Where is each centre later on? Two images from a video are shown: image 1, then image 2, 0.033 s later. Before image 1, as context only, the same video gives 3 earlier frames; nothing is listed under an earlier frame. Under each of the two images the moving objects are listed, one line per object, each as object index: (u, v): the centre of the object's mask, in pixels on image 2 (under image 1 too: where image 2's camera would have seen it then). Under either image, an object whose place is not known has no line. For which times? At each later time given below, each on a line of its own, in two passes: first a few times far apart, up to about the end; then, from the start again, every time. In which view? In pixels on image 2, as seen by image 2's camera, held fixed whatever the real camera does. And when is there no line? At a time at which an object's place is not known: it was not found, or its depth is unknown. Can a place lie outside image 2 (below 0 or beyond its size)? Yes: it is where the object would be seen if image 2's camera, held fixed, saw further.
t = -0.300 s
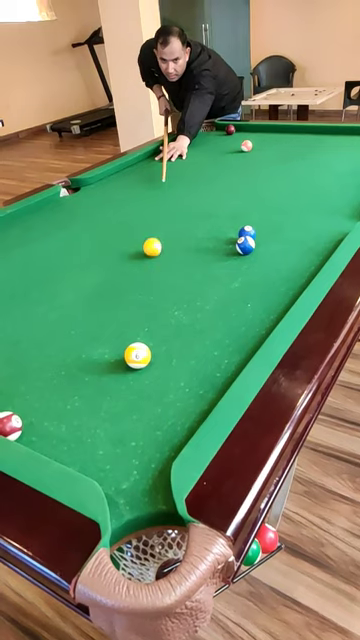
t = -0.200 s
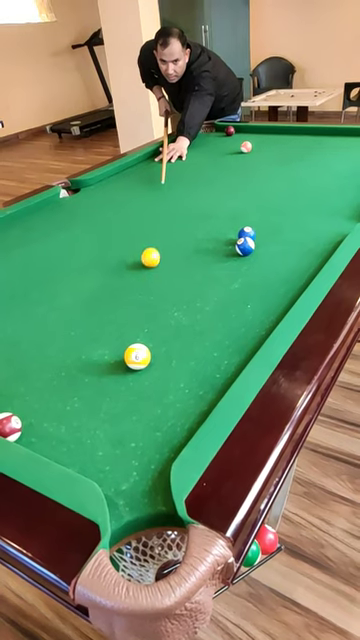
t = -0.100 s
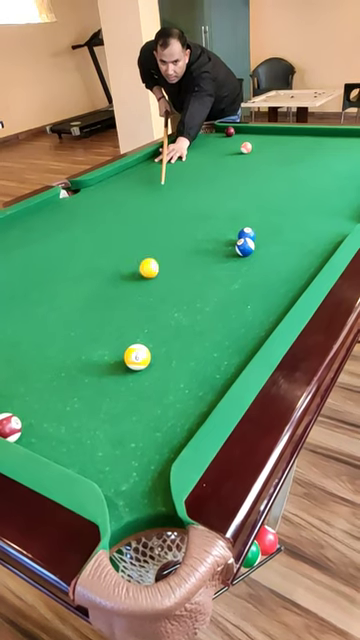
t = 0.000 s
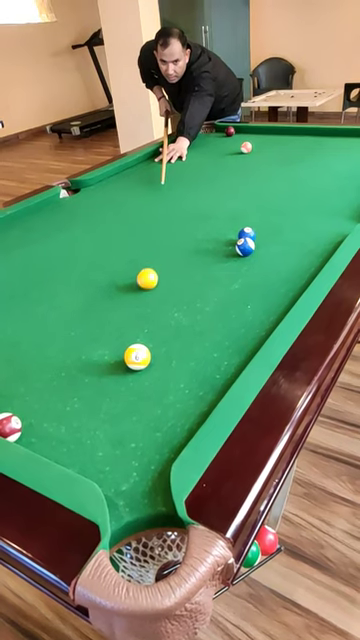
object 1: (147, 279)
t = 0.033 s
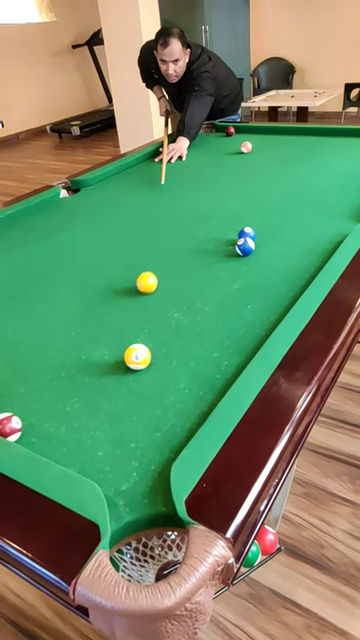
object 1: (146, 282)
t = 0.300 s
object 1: (141, 317)
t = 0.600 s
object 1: (133, 344)
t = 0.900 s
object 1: (125, 351)
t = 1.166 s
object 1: (118, 362)
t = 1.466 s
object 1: (109, 379)
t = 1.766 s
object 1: (99, 398)
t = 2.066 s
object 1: (88, 418)
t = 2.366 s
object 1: (76, 441)
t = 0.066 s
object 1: (146, 286)
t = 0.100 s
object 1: (145, 290)
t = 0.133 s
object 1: (145, 294)
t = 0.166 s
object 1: (144, 299)
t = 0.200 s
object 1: (143, 303)
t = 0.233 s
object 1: (143, 307)
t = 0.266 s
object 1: (142, 312)
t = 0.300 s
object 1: (141, 317)
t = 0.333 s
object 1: (141, 322)
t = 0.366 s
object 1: (140, 327)
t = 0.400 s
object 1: (139, 332)
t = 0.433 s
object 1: (138, 336)
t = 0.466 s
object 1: (137, 340)
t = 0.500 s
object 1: (136, 341)
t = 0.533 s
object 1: (135, 342)
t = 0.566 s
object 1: (134, 343)
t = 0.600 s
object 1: (133, 344)
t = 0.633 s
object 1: (133, 344)
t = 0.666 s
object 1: (132, 345)
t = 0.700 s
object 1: (131, 345)
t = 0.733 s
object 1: (130, 346)
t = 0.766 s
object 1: (129, 347)
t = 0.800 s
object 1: (128, 348)
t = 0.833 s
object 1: (127, 349)
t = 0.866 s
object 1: (126, 350)
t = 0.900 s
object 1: (125, 351)
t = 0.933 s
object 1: (125, 352)
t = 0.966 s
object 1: (124, 353)
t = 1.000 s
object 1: (123, 354)
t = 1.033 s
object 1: (122, 356)
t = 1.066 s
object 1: (121, 357)
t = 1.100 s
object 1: (120, 358)
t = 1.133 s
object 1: (119, 360)
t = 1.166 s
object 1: (118, 362)
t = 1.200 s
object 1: (117, 363)
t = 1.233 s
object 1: (116, 365)
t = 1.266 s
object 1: (115, 367)
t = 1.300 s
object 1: (114, 369)
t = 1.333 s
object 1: (113, 371)
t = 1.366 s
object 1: (112, 373)
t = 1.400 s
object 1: (111, 375)
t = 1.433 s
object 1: (110, 377)
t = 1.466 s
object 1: (109, 379)
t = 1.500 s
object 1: (108, 381)
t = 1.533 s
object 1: (107, 383)
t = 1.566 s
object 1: (106, 385)
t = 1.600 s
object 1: (104, 387)
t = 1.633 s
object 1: (103, 389)
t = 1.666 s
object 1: (102, 391)
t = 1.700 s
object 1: (101, 394)
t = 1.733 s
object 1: (100, 396)
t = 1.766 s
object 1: (99, 398)
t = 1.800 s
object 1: (97, 400)
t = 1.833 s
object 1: (96, 402)
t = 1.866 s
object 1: (95, 404)
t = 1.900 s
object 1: (94, 407)
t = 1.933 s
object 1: (93, 409)
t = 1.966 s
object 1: (91, 411)
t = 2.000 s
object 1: (90, 414)
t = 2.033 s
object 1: (89, 416)
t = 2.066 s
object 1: (88, 418)
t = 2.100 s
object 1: (86, 421)
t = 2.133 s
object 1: (85, 423)
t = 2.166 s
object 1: (84, 426)
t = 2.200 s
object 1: (83, 428)
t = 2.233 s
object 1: (81, 431)
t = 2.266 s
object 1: (80, 433)
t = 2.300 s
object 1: (78, 435)
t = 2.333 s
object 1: (77, 438)
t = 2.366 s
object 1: (76, 441)
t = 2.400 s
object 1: (74, 443)
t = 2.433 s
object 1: (73, 446)
